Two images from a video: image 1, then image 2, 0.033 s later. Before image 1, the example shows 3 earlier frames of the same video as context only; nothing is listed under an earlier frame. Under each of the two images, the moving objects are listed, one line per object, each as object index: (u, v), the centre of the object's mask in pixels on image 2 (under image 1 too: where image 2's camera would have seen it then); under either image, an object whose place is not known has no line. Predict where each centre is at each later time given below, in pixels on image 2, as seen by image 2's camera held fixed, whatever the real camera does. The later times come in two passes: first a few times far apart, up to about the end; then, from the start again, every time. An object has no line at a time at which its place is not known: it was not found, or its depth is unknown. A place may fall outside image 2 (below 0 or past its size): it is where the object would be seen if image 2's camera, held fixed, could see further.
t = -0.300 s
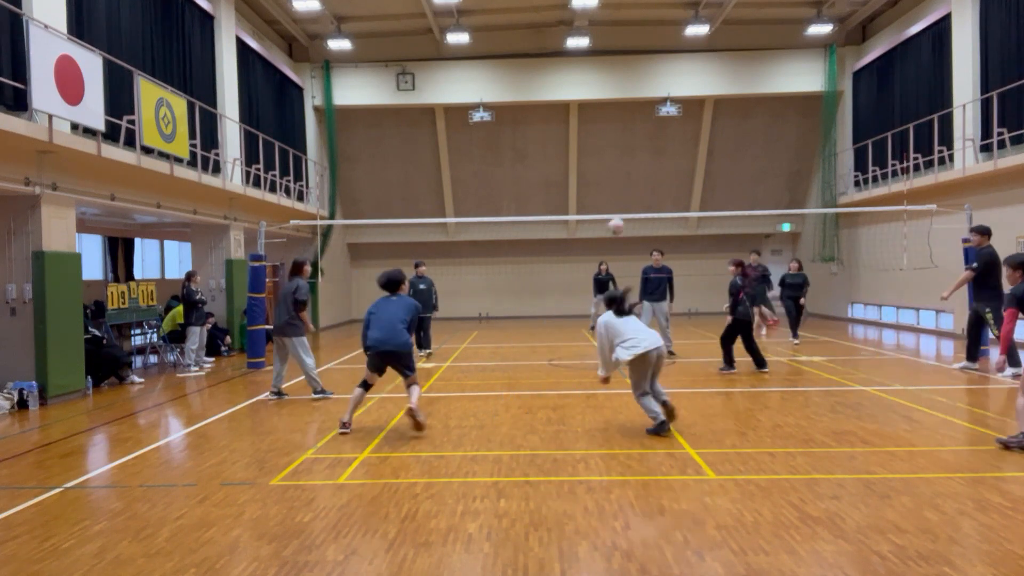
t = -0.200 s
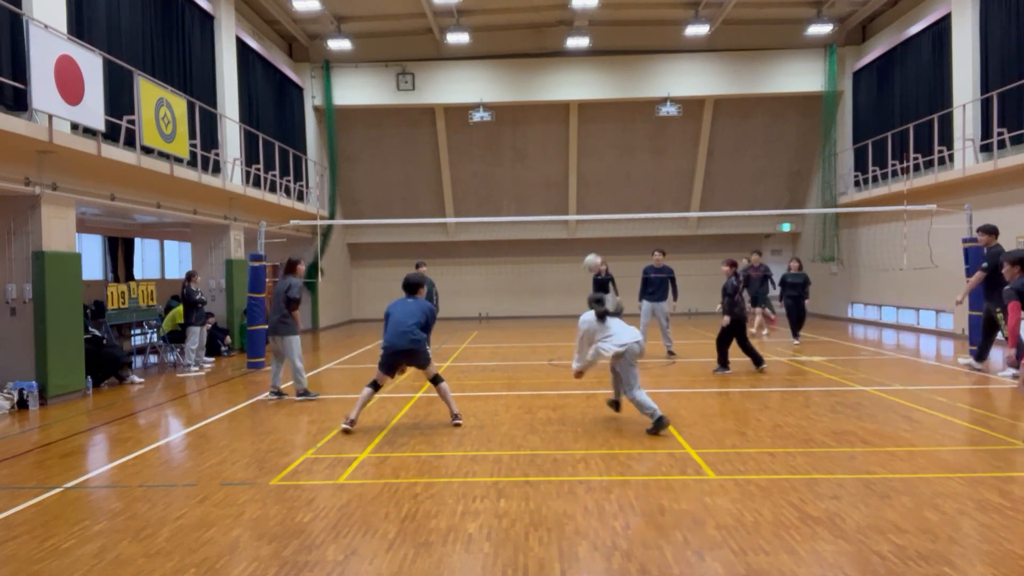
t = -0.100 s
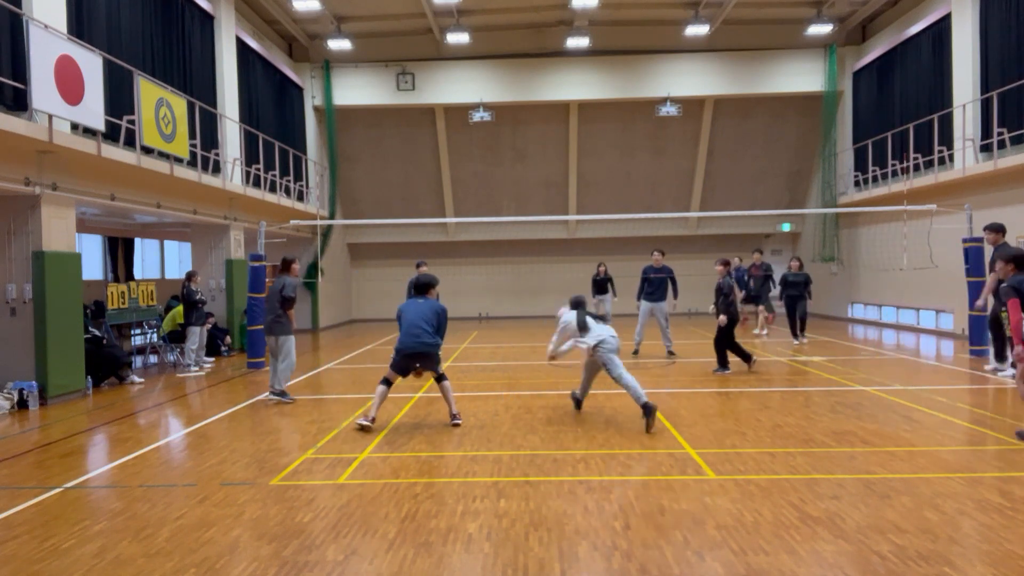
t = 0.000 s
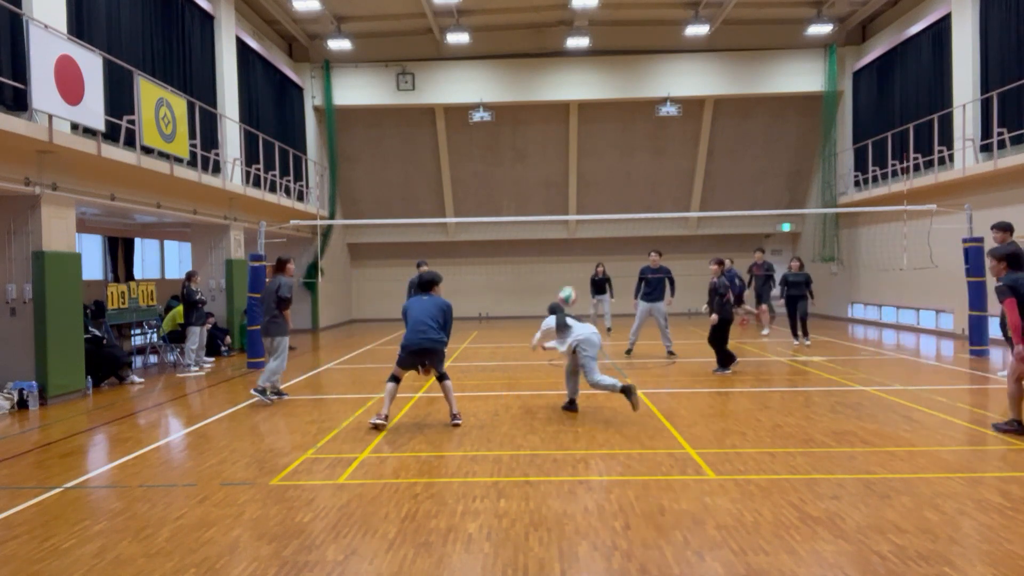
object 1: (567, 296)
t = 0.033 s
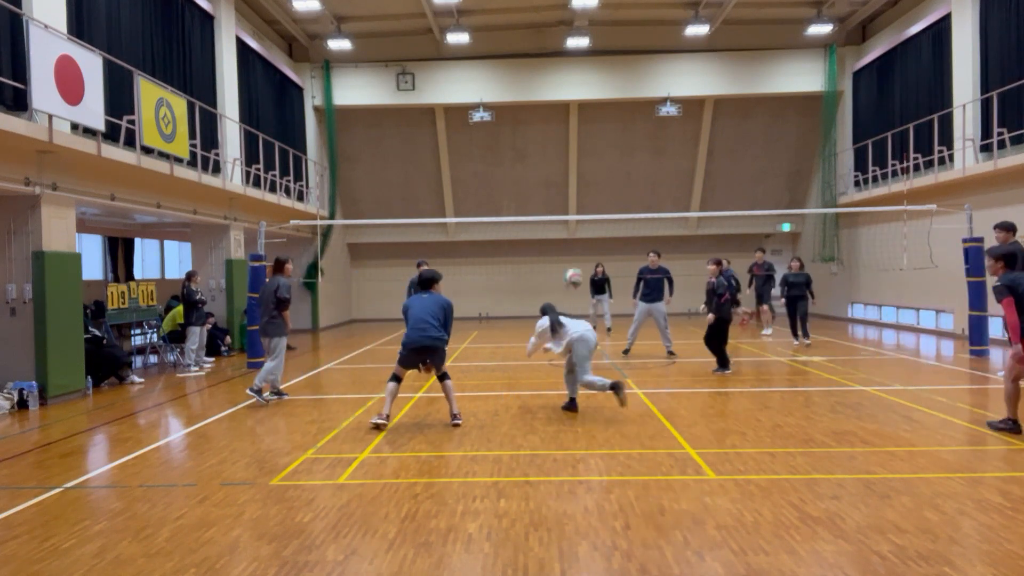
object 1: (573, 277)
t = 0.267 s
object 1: (608, 188)
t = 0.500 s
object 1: (641, 154)
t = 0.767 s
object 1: (673, 164)
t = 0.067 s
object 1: (578, 260)
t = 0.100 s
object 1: (584, 246)
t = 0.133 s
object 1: (588, 231)
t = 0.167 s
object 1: (595, 218)
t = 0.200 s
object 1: (599, 207)
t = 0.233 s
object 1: (604, 197)
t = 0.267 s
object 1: (608, 188)
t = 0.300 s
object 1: (614, 180)
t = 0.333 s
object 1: (618, 173)
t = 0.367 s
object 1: (623, 167)
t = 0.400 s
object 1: (628, 163)
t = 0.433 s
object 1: (632, 159)
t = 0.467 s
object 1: (637, 156)
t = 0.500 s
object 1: (641, 154)
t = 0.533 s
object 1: (645, 153)
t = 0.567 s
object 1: (649, 151)
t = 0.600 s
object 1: (653, 152)
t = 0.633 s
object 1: (657, 153)
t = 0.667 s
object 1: (662, 155)
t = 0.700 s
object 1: (666, 156)
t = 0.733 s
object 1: (669, 161)
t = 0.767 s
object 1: (673, 164)
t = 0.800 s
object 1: (677, 169)
